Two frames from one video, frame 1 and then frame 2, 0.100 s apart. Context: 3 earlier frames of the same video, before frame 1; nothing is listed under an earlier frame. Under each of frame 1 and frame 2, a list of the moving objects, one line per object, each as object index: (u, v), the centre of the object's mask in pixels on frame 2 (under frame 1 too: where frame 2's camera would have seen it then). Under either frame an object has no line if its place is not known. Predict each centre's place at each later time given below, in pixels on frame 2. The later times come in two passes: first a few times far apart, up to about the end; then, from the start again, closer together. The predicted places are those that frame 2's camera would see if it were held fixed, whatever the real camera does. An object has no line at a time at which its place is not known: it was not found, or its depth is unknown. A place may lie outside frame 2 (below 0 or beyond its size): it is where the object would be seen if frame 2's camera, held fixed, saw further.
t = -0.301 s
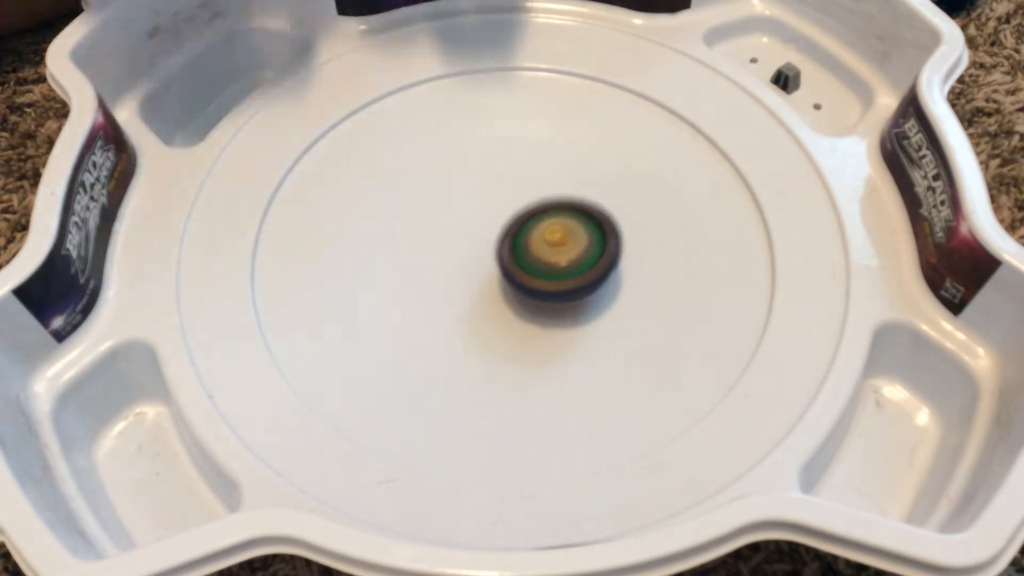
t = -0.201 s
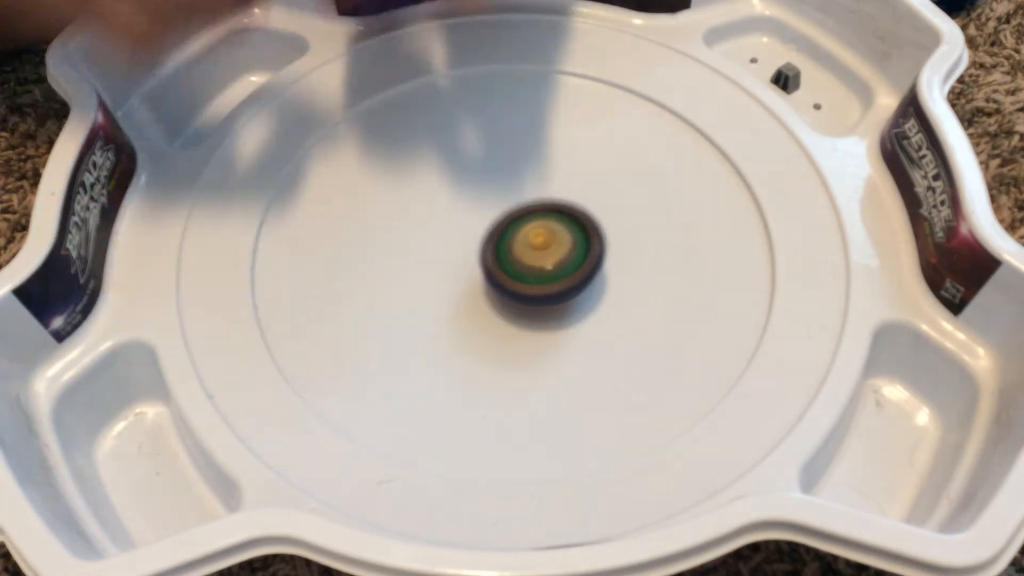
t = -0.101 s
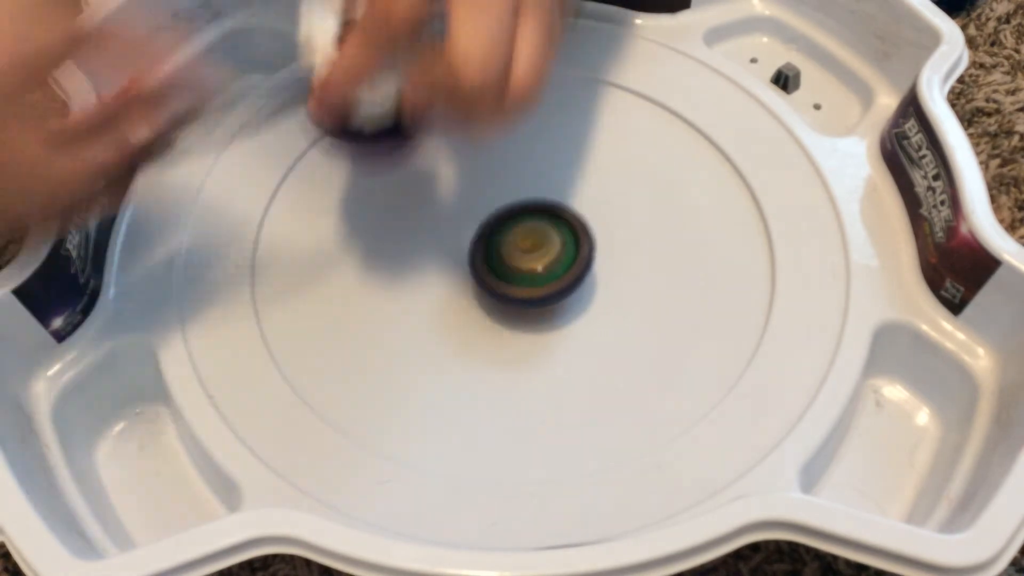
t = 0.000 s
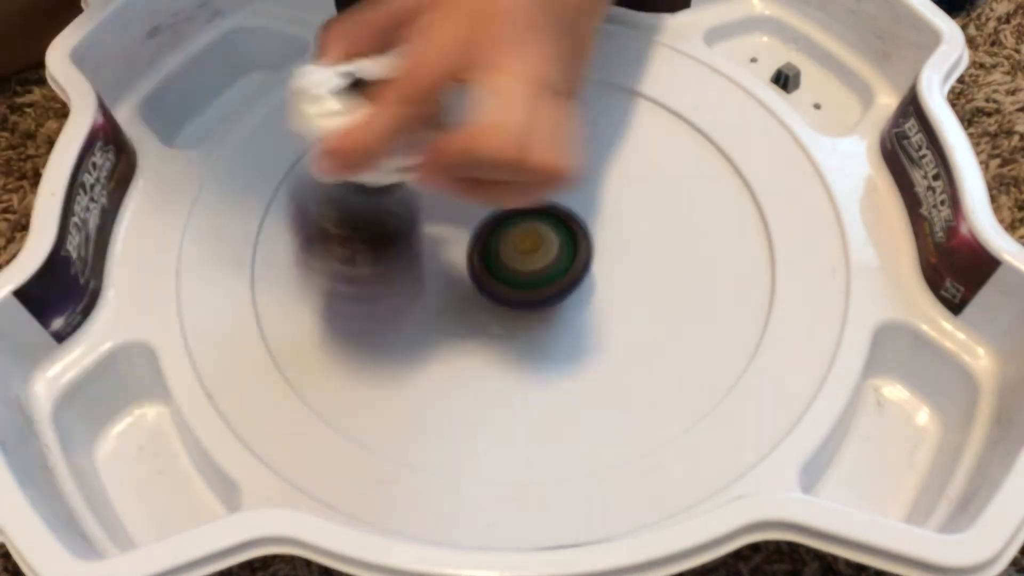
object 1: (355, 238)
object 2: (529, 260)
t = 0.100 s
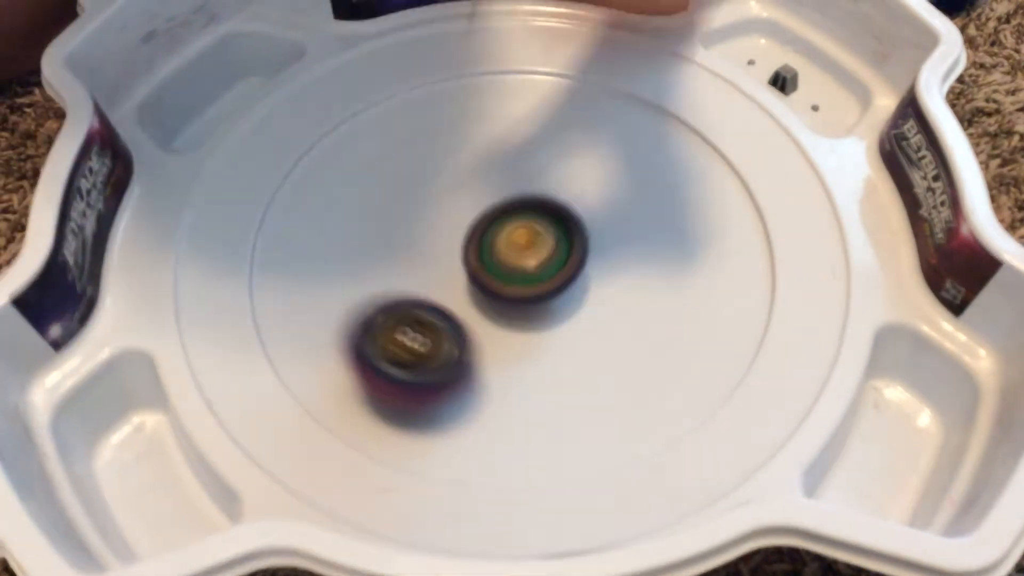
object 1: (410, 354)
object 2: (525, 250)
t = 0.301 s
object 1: (557, 343)
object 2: (509, 216)
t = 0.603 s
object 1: (727, 272)
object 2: (455, 133)
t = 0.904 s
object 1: (648, 134)
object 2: (514, 193)
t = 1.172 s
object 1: (343, 163)
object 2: (531, 243)
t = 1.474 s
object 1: (633, 432)
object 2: (447, 255)
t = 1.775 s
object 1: (793, 80)
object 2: (471, 238)
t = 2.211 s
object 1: (812, 60)
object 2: (535, 271)
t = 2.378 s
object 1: (634, 58)
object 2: (528, 294)
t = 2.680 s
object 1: (283, 211)
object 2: (531, 281)
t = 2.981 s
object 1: (573, 413)
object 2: (539, 250)
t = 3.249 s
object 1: (679, 157)
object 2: (535, 243)
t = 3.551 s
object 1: (382, 111)
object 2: (554, 249)
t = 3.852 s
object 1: (465, 370)
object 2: (542, 229)
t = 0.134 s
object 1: (434, 360)
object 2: (521, 252)
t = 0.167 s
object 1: (462, 358)
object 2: (516, 252)
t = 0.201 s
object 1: (490, 351)
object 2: (513, 249)
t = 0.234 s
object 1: (514, 353)
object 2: (511, 240)
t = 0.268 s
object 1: (537, 350)
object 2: (510, 227)
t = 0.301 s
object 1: (557, 343)
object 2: (509, 216)
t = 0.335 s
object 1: (574, 332)
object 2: (508, 209)
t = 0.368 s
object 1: (588, 316)
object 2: (509, 203)
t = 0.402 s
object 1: (597, 298)
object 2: (511, 200)
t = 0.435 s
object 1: (600, 278)
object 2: (513, 199)
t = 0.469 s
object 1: (621, 265)
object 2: (506, 192)
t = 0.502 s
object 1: (658, 276)
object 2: (488, 170)
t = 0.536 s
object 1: (689, 280)
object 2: (473, 152)
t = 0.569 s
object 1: (712, 277)
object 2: (463, 140)
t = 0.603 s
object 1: (727, 272)
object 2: (455, 133)
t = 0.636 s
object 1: (736, 263)
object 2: (451, 131)
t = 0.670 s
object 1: (740, 253)
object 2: (451, 133)
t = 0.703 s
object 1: (738, 240)
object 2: (456, 138)
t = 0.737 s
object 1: (731, 225)
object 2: (463, 145)
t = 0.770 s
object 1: (720, 207)
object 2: (473, 153)
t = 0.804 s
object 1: (707, 190)
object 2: (484, 162)
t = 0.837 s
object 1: (691, 172)
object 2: (494, 172)
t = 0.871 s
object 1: (672, 153)
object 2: (505, 183)
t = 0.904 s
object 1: (648, 134)
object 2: (514, 193)
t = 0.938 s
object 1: (621, 117)
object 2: (522, 203)
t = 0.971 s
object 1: (586, 102)
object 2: (528, 212)
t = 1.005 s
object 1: (548, 94)
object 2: (533, 220)
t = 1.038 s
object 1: (502, 93)
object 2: (536, 228)
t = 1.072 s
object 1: (458, 99)
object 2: (538, 234)
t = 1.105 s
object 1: (415, 113)
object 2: (537, 238)
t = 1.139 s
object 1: (378, 133)
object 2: (535, 241)
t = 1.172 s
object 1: (343, 163)
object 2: (531, 243)
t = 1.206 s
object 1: (316, 200)
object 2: (524, 246)
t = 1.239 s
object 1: (298, 244)
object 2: (515, 249)
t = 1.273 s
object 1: (295, 294)
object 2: (505, 251)
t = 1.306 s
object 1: (307, 344)
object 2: (494, 254)
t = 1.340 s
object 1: (343, 396)
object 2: (483, 257)
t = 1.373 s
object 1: (397, 432)
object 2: (473, 258)
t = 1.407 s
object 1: (475, 455)
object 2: (463, 258)
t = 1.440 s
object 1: (558, 451)
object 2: (454, 256)
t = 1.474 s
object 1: (633, 432)
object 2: (447, 255)
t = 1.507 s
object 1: (693, 408)
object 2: (441, 252)
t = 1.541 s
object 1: (762, 369)
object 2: (438, 250)
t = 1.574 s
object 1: (803, 335)
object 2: (438, 247)
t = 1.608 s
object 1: (837, 294)
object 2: (440, 244)
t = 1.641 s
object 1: (849, 242)
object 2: (444, 242)
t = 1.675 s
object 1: (853, 192)
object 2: (450, 240)
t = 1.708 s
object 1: (846, 151)
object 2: (455, 239)
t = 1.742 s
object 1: (819, 112)
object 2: (462, 239)
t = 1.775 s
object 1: (793, 80)
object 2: (471, 238)
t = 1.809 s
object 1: (769, 55)
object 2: (478, 237)
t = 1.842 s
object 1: (748, 35)
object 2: (485, 237)
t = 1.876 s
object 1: (727, 23)
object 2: (492, 237)
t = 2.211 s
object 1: (812, 60)
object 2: (535, 271)
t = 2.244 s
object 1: (775, 42)
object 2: (536, 277)
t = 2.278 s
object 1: (751, 33)
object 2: (536, 281)
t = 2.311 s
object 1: (711, 38)
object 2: (534, 285)
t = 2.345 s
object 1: (672, 57)
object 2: (531, 290)
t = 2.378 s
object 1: (634, 58)
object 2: (528, 294)
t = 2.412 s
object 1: (593, 67)
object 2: (527, 297)
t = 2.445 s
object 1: (550, 72)
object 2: (526, 300)
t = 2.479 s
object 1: (506, 76)
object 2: (526, 302)
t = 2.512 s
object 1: (464, 86)
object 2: (526, 301)
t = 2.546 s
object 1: (420, 100)
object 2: (526, 299)
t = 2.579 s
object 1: (378, 120)
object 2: (527, 296)
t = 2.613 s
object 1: (338, 146)
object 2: (528, 291)
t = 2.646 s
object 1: (307, 176)
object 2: (530, 287)
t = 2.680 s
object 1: (283, 211)
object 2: (531, 281)
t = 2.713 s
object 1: (267, 251)
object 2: (533, 276)
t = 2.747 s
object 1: (273, 294)
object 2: (535, 270)
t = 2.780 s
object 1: (292, 335)
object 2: (535, 266)
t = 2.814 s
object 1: (323, 373)
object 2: (536, 261)
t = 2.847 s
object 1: (363, 400)
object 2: (536, 258)
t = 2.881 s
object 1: (411, 420)
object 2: (537, 255)
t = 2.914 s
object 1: (467, 429)
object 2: (537, 253)
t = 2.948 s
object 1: (520, 426)
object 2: (538, 251)
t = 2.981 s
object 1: (573, 413)
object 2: (539, 250)
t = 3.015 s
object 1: (621, 390)
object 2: (540, 248)
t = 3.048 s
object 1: (656, 362)
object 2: (541, 247)
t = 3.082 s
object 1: (682, 332)
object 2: (541, 245)
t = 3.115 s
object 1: (700, 300)
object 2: (541, 243)
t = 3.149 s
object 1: (707, 264)
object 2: (540, 242)
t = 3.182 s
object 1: (704, 230)
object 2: (538, 241)
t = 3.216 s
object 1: (696, 191)
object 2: (536, 242)
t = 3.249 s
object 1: (679, 157)
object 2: (535, 243)
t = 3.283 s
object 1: (657, 126)
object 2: (535, 244)
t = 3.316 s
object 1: (631, 101)
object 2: (536, 246)
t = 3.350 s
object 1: (600, 82)
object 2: (538, 248)
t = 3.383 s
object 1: (564, 71)
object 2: (540, 249)
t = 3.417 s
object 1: (527, 65)
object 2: (543, 251)
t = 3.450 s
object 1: (488, 67)
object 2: (546, 252)
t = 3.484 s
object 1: (450, 74)
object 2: (549, 252)
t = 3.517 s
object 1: (412, 91)
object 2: (552, 250)
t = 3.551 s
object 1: (382, 111)
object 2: (554, 249)
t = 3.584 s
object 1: (357, 137)
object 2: (556, 247)
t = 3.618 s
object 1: (339, 171)
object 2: (557, 245)
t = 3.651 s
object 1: (330, 199)
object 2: (557, 242)
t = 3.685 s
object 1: (331, 236)
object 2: (556, 240)
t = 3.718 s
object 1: (342, 270)
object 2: (554, 238)
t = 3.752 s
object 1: (362, 302)
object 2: (552, 235)
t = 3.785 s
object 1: (390, 331)
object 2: (549, 233)
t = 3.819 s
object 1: (428, 356)
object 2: (546, 231)
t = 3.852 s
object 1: (465, 370)
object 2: (542, 229)
